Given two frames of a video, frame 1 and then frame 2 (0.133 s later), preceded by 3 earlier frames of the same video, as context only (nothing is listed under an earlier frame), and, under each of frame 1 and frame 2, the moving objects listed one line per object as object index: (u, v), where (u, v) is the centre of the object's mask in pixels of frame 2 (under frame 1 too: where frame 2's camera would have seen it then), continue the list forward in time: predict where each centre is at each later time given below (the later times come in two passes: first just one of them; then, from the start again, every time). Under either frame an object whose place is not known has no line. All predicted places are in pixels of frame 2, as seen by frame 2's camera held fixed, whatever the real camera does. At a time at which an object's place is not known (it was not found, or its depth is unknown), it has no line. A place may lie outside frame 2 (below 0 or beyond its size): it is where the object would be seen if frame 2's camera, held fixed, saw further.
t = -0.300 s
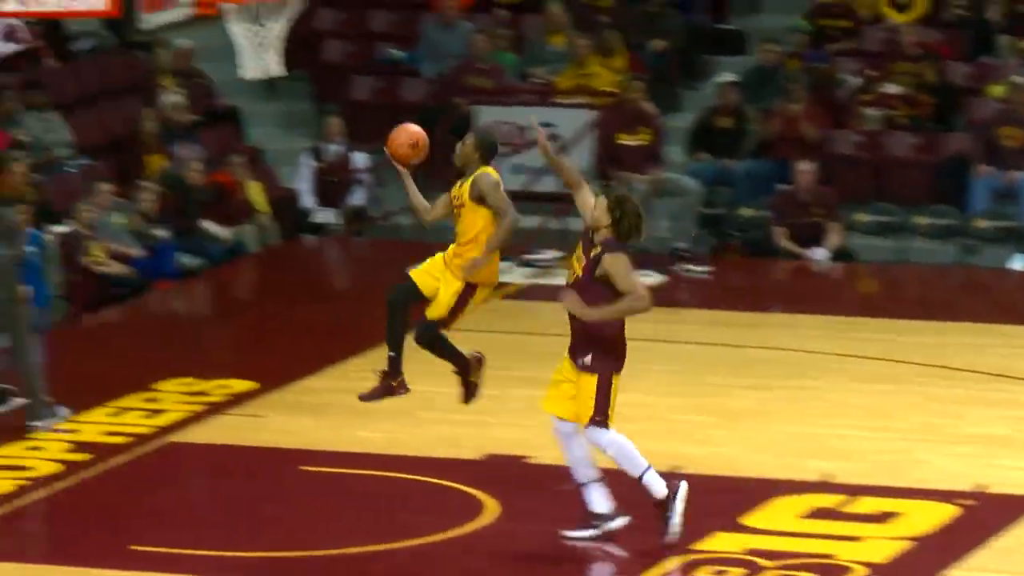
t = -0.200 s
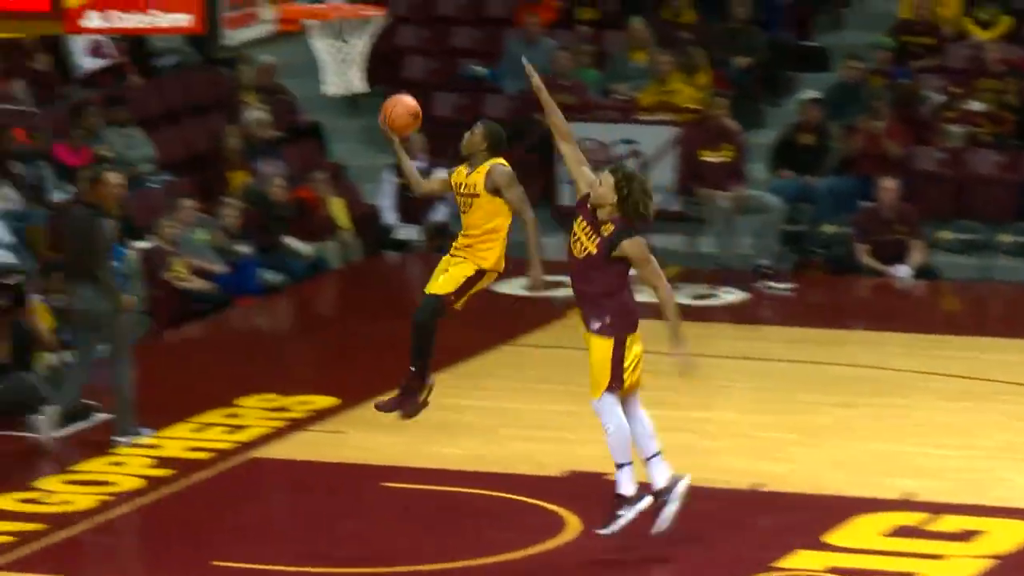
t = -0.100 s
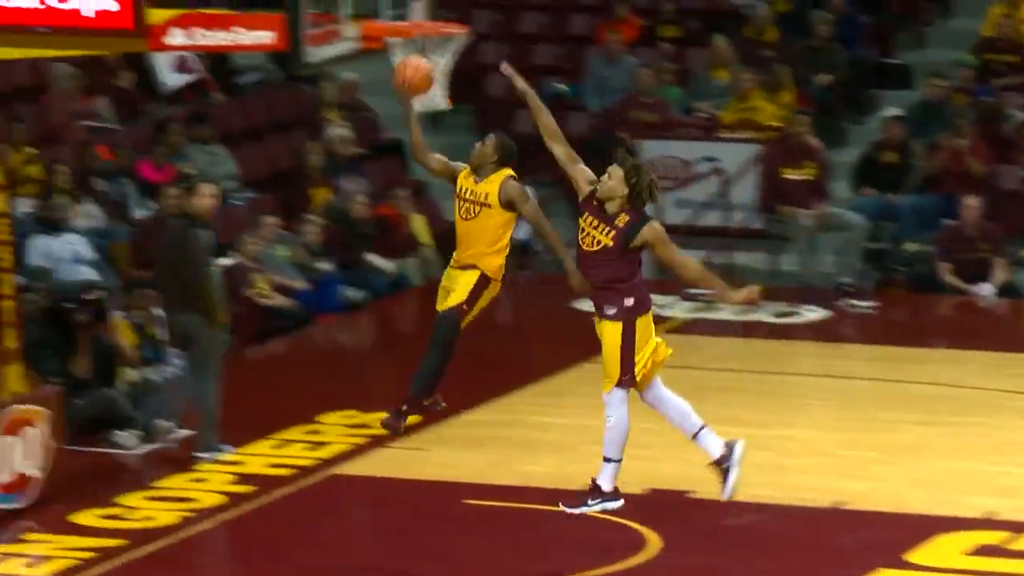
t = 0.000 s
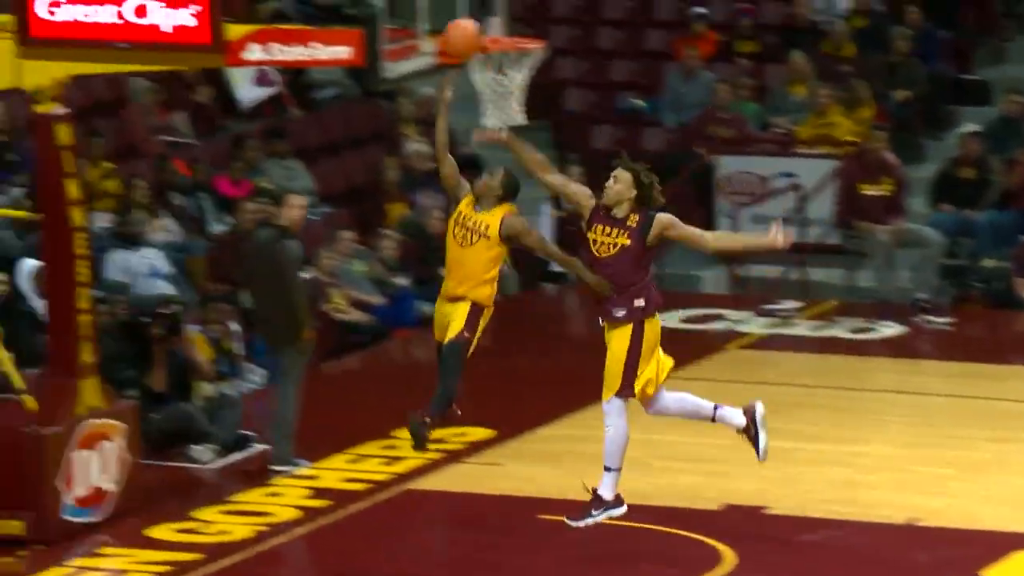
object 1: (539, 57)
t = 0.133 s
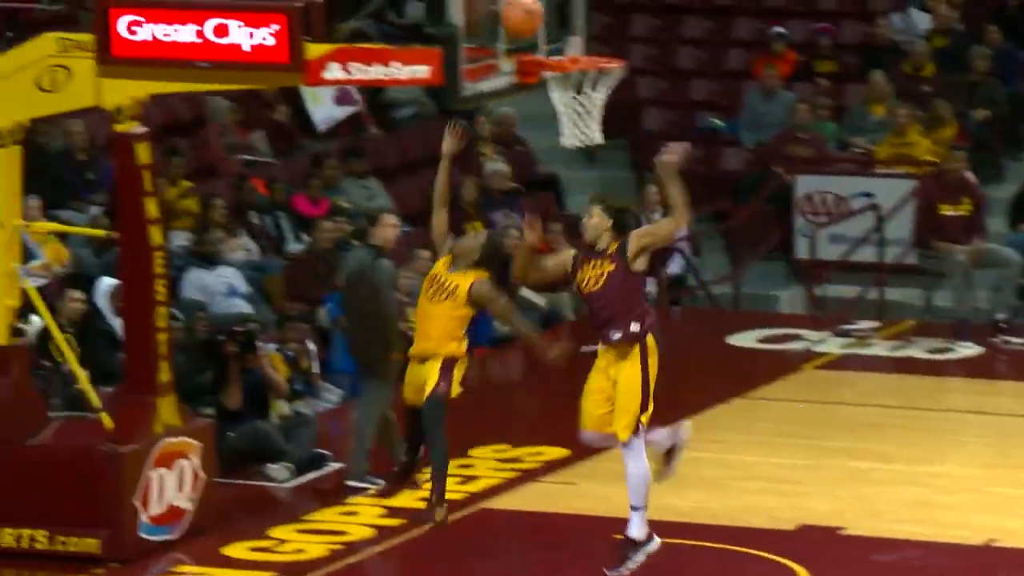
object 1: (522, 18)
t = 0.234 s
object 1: (550, 11)
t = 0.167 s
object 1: (531, 14)
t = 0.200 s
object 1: (542, 11)
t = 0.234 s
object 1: (550, 11)
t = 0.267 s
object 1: (560, 14)
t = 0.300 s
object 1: (569, 16)
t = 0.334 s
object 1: (580, 23)
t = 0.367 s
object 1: (589, 31)
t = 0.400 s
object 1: (599, 41)
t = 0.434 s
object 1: (606, 49)
